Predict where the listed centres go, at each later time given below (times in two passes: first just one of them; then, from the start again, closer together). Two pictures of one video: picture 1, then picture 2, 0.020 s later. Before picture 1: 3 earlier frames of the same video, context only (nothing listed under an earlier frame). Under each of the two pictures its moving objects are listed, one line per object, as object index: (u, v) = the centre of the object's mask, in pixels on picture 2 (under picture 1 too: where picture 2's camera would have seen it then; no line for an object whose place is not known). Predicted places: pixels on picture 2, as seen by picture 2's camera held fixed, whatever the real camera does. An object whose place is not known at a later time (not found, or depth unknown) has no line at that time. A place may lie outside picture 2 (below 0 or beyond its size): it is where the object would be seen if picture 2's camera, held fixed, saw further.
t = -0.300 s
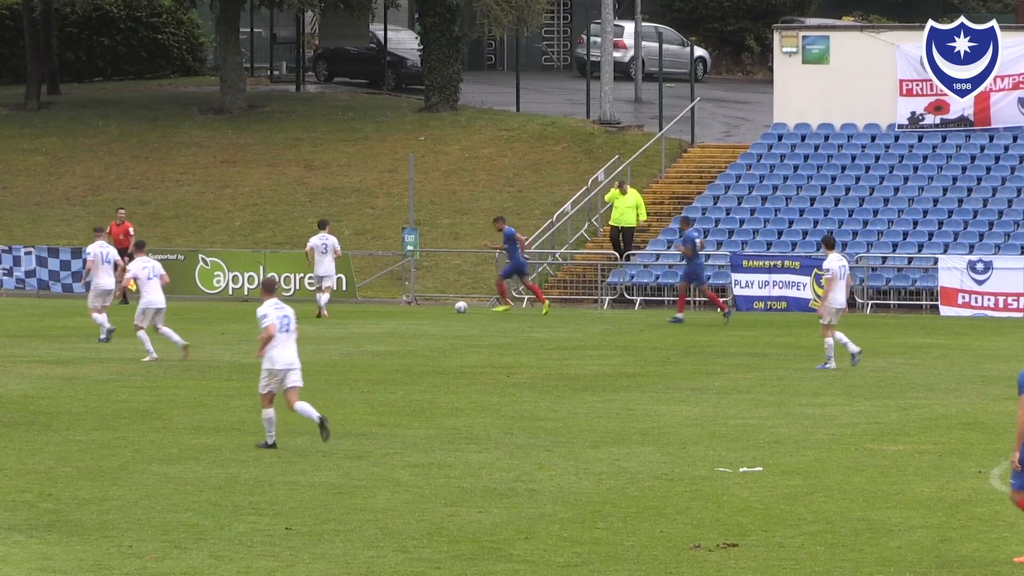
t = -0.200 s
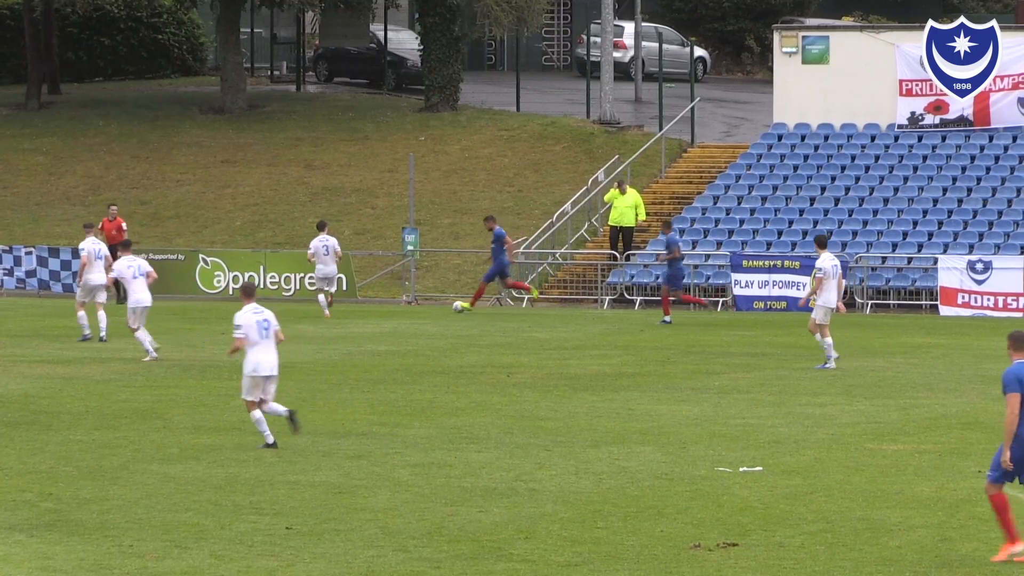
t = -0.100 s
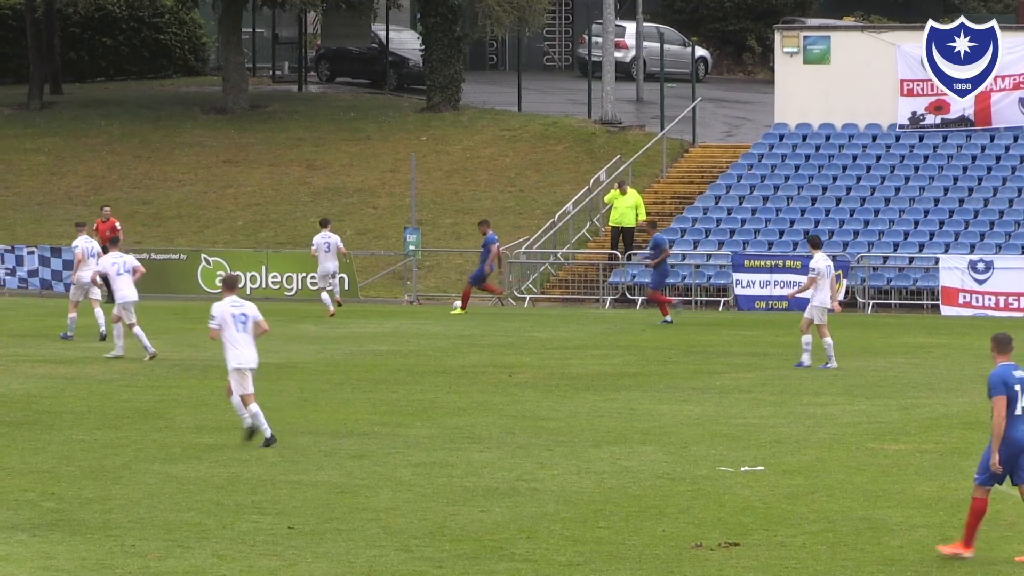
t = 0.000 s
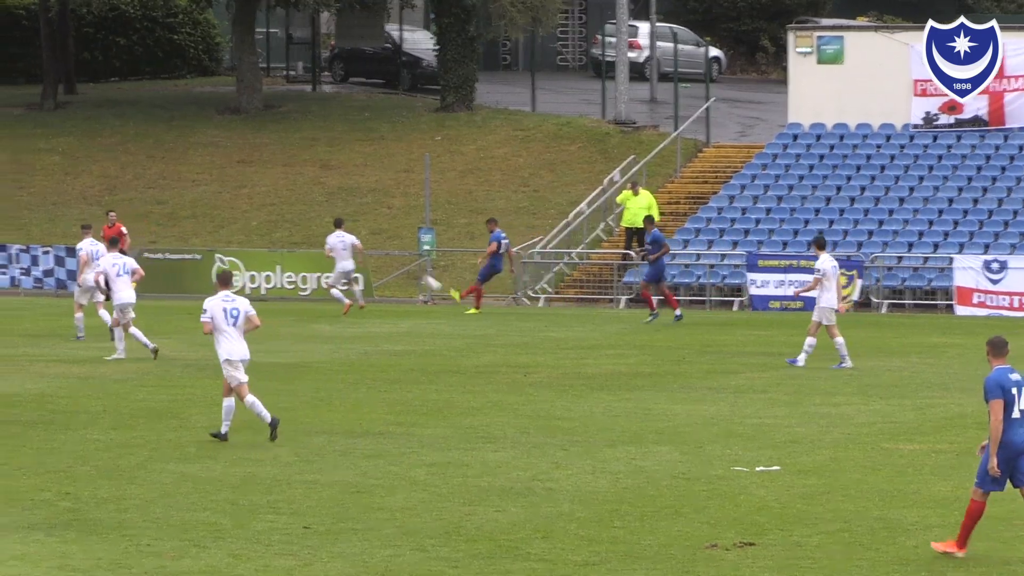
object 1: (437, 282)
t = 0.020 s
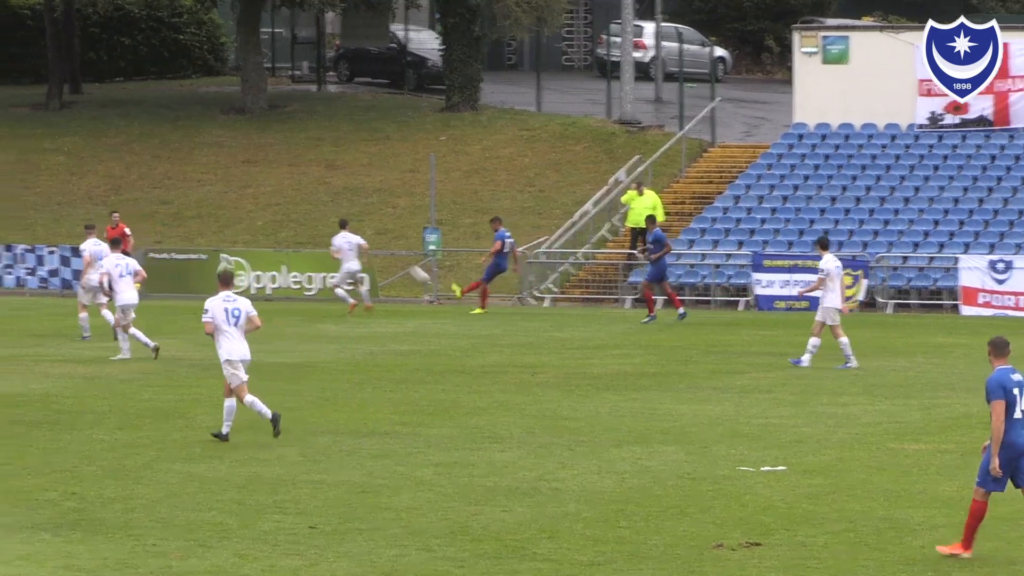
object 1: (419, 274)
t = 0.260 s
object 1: (212, 177)
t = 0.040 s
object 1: (402, 264)
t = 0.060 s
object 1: (384, 256)
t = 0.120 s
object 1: (330, 229)
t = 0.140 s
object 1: (315, 223)
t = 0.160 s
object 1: (298, 215)
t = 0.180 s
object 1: (279, 207)
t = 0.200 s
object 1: (263, 199)
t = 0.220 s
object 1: (245, 191)
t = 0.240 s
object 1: (229, 184)
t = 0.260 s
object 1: (212, 177)
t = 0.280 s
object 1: (195, 170)
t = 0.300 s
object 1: (178, 162)
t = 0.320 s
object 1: (161, 156)
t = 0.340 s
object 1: (144, 149)
